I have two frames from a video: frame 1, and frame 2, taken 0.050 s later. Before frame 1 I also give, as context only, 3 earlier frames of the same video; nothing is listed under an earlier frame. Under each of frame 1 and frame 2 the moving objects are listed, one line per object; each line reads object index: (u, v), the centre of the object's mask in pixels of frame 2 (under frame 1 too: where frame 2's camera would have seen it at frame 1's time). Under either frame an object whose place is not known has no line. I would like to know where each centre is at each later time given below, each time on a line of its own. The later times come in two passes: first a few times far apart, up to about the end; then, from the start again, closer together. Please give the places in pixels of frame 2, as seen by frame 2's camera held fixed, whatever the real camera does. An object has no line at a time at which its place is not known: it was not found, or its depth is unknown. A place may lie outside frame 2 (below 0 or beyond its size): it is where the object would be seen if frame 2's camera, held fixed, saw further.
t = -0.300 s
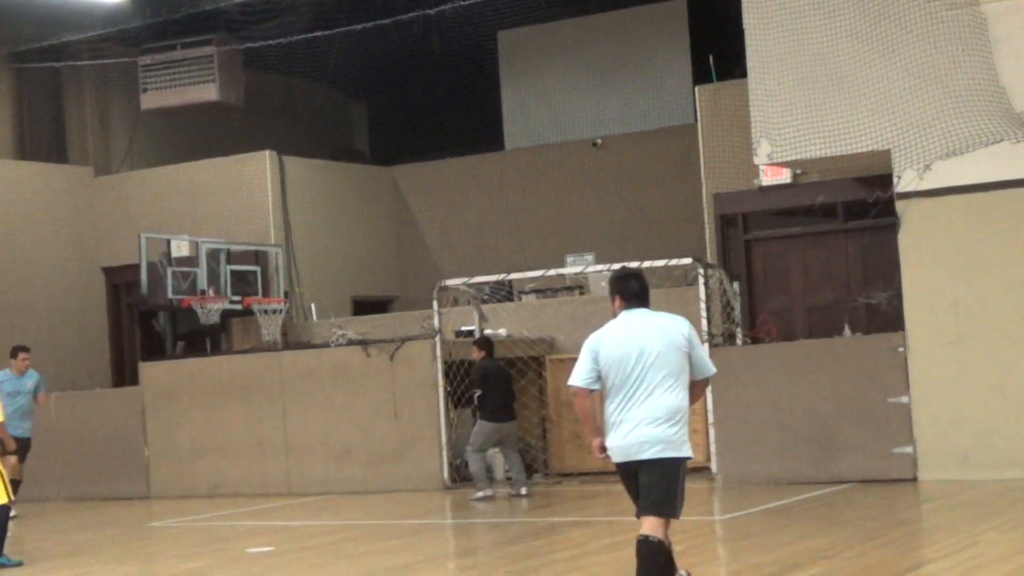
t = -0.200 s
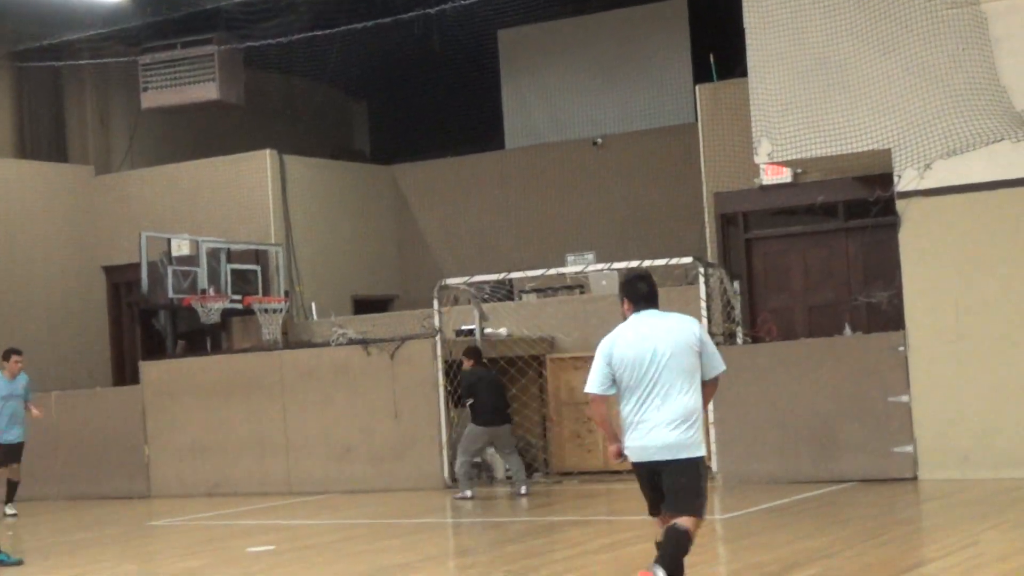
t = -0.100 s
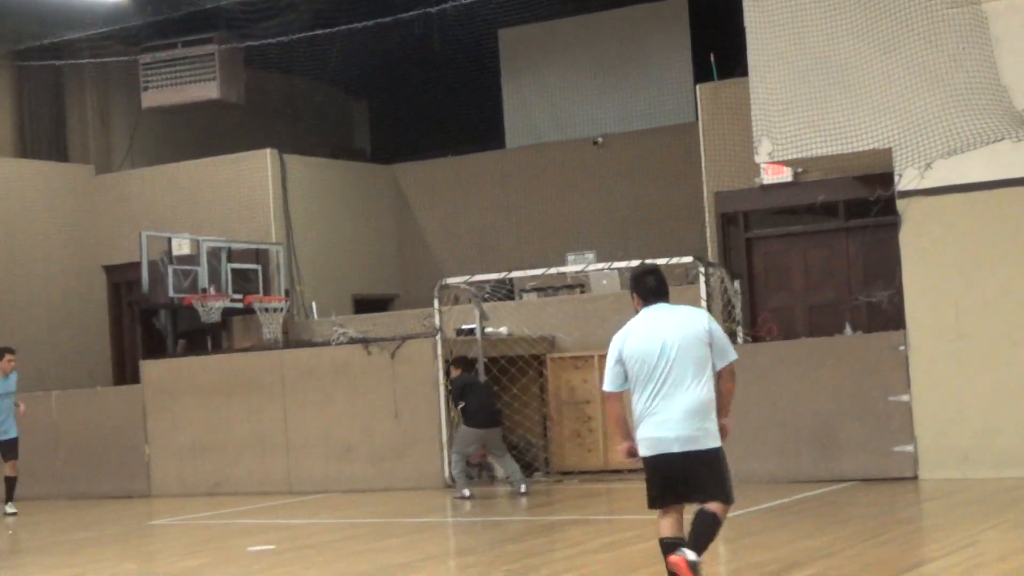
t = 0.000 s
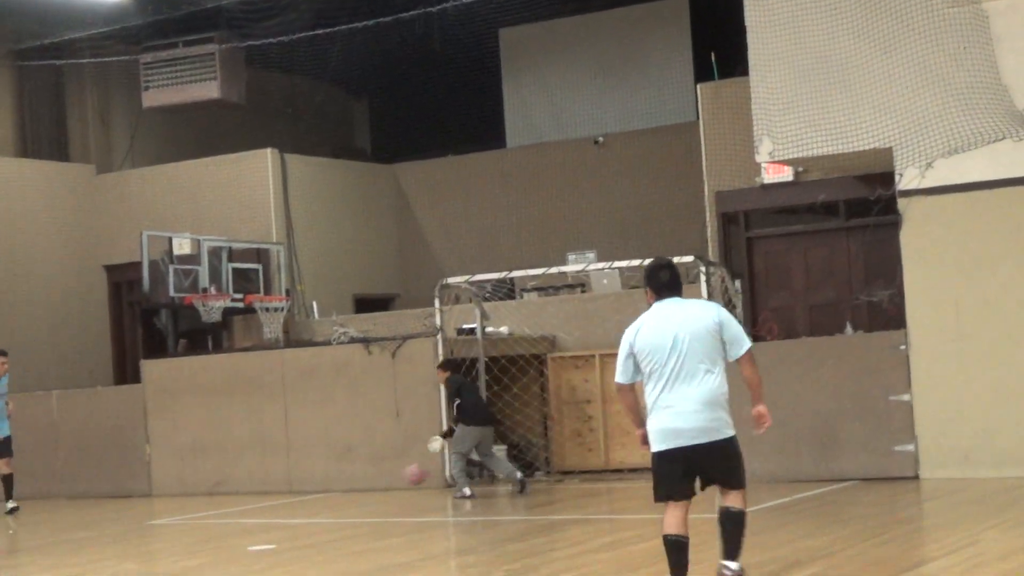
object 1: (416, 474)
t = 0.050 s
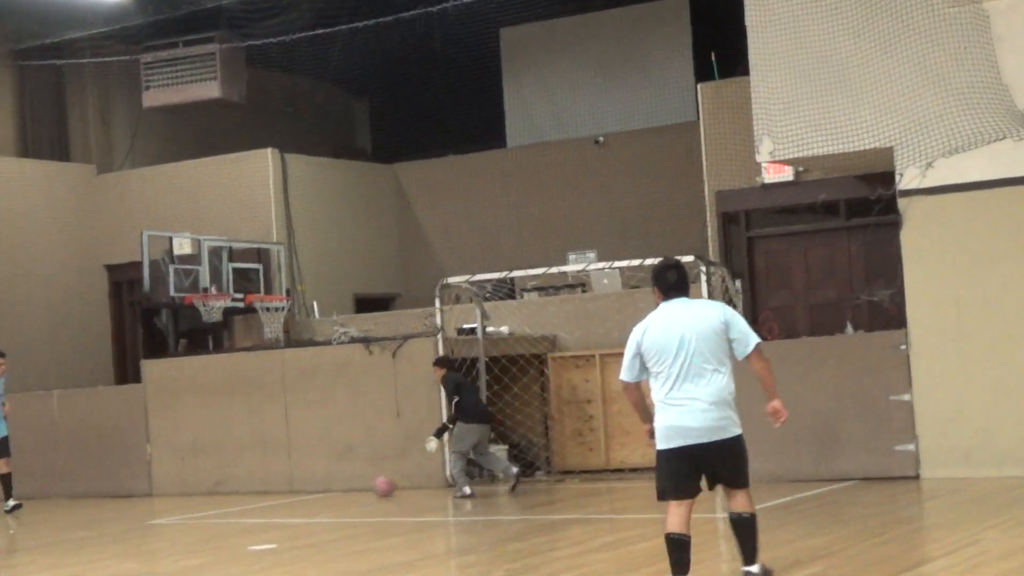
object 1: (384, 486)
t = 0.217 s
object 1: (300, 480)
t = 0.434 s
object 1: (198, 489)
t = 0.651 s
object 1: (107, 497)
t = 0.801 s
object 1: (48, 503)
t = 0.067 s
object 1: (375, 485)
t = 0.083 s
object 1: (366, 484)
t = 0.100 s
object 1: (358, 482)
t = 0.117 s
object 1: (350, 481)
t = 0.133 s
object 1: (342, 480)
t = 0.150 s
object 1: (335, 480)
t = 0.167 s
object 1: (325, 479)
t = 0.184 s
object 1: (317, 479)
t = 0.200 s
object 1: (309, 479)
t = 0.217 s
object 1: (300, 480)
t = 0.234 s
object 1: (292, 481)
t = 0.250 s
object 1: (285, 482)
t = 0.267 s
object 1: (277, 484)
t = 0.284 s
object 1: (269, 485)
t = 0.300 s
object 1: (261, 488)
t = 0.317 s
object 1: (252, 490)
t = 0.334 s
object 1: (245, 493)
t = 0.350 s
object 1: (237, 493)
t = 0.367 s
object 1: (229, 492)
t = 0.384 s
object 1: (223, 491)
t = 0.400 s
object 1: (215, 490)
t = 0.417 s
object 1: (207, 489)
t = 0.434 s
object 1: (198, 489)
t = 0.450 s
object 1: (192, 489)
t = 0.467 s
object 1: (184, 489)
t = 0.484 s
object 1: (177, 490)
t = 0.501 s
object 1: (170, 491)
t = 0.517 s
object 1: (163, 492)
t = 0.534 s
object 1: (156, 494)
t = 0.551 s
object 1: (148, 495)
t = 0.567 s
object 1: (141, 497)
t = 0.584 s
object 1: (135, 499)
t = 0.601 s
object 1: (127, 499)
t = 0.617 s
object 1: (121, 498)
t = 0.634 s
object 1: (114, 497)
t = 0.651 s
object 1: (107, 497)
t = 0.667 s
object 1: (101, 497)
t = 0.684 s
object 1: (93, 497)
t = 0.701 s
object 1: (87, 497)
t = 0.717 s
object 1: (80, 498)
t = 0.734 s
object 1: (74, 499)
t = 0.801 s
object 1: (48, 503)
